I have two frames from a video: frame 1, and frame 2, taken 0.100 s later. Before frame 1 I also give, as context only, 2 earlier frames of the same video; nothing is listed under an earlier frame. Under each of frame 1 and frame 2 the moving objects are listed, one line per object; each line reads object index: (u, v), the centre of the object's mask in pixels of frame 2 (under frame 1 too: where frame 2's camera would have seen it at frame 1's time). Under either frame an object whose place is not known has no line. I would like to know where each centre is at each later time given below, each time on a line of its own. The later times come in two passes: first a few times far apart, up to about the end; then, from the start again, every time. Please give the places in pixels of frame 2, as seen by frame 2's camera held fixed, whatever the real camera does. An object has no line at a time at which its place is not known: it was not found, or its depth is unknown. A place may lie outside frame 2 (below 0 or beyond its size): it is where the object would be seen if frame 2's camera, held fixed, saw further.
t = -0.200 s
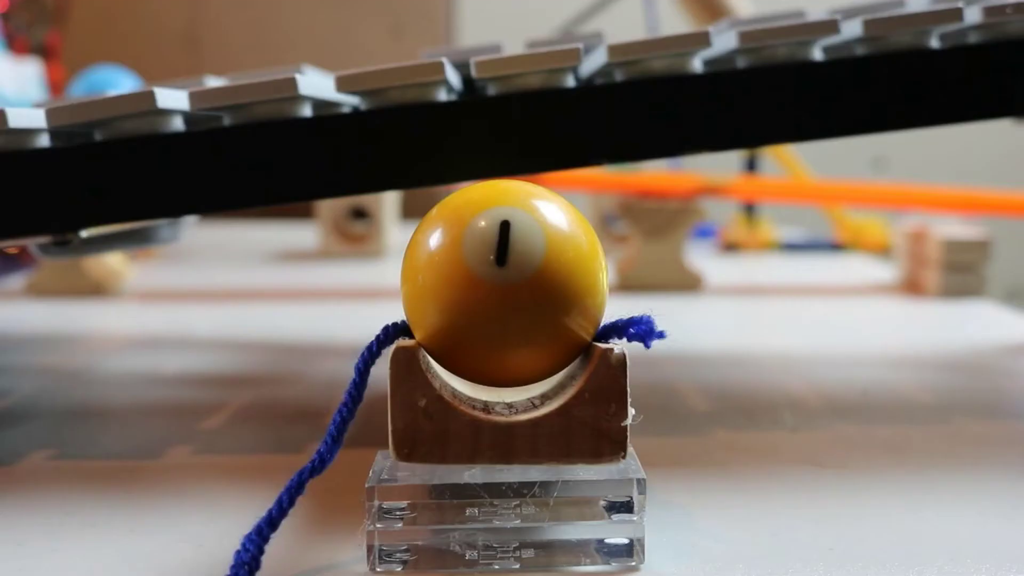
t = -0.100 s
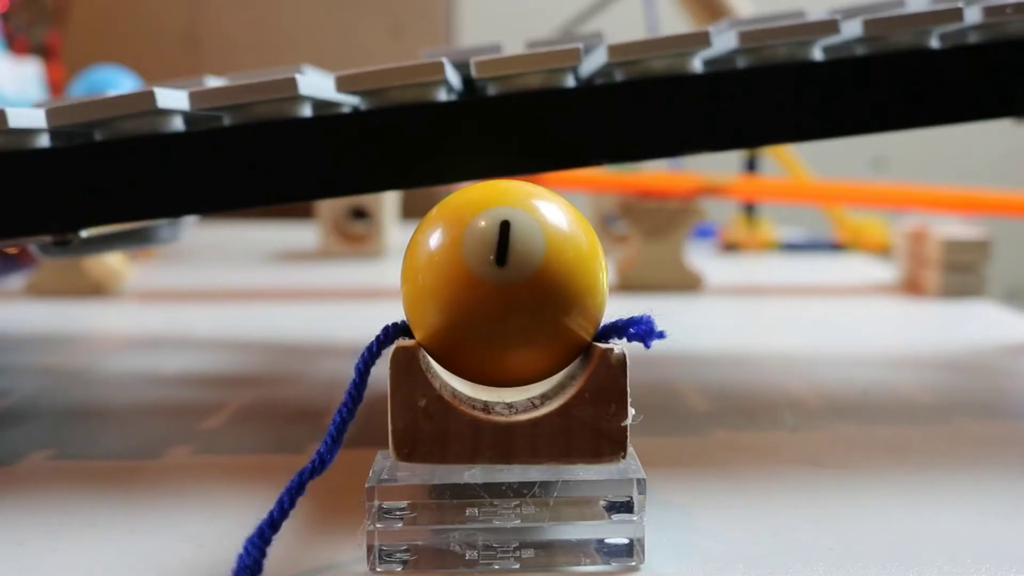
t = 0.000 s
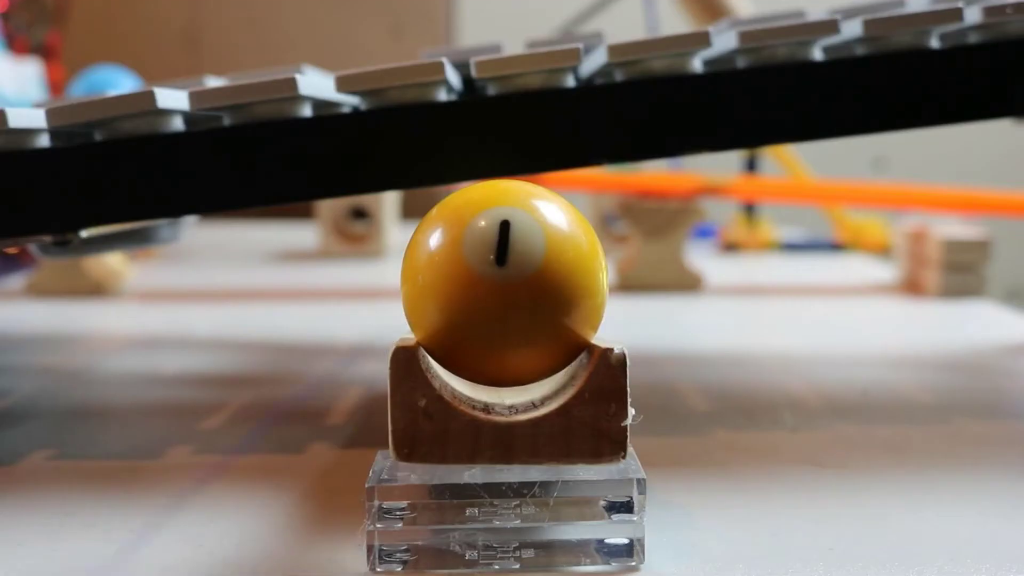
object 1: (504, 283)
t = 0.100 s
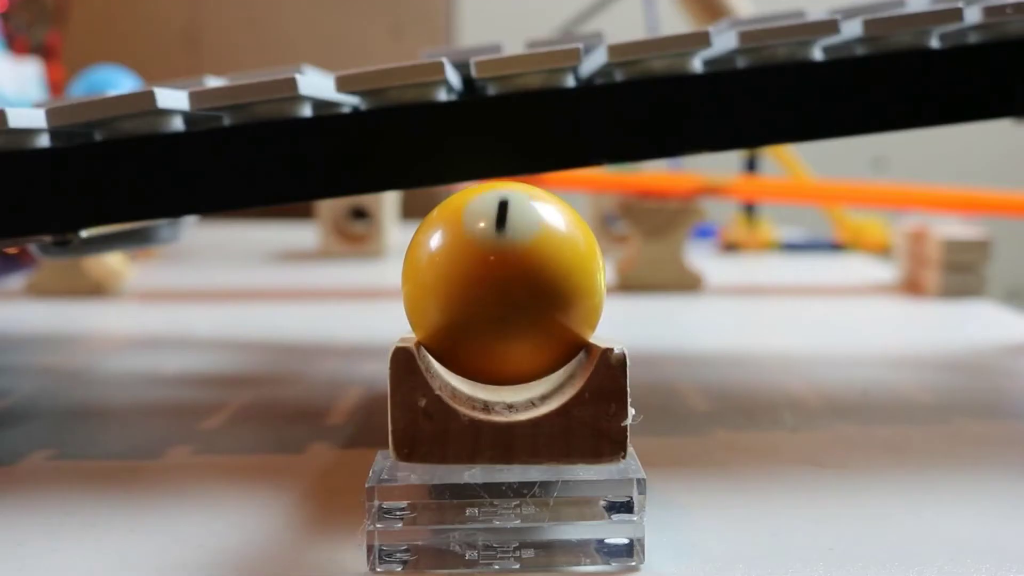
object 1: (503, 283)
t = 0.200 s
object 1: (502, 284)
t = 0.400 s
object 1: (497, 285)
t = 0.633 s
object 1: (490, 286)
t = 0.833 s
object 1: (494, 299)
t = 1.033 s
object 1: (493, 266)
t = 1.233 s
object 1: (494, 248)
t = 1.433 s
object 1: (495, 232)
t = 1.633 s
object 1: (495, 222)
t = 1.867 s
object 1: (496, 211)
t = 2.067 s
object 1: (495, 206)
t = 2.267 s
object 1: (496, 203)
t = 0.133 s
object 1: (503, 284)
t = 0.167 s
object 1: (502, 284)
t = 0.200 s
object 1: (502, 284)
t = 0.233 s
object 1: (501, 284)
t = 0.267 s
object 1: (500, 284)
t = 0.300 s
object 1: (500, 284)
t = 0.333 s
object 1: (499, 284)
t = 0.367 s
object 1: (498, 285)
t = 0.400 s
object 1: (497, 285)
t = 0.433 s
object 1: (496, 286)
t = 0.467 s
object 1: (495, 286)
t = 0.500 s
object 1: (494, 286)
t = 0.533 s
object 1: (493, 286)
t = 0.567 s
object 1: (492, 286)
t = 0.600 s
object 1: (491, 286)
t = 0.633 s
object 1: (490, 286)
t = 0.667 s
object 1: (488, 286)
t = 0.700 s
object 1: (488, 288)
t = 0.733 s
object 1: (487, 308)
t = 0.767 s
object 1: (486, 305)
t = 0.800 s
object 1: (490, 305)
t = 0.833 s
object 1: (494, 299)
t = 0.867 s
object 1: (492, 293)
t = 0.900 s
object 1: (490, 287)
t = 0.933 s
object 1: (488, 281)
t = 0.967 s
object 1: (491, 276)
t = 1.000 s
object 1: (492, 270)
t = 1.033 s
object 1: (493, 266)
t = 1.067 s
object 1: (491, 263)
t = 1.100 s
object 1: (491, 260)
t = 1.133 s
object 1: (492, 256)
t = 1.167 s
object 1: (493, 253)
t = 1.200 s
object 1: (494, 251)
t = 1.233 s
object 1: (494, 248)
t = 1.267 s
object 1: (495, 243)
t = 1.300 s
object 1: (495, 240)
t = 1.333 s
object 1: (496, 238)
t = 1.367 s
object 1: (496, 236)
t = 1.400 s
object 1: (496, 233)
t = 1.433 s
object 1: (495, 232)
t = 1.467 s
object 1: (495, 229)
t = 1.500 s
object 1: (496, 228)
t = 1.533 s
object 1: (496, 226)
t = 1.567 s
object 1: (495, 225)
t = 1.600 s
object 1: (495, 223)
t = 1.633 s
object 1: (495, 222)
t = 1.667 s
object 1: (495, 220)
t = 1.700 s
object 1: (495, 218)
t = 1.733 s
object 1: (496, 217)
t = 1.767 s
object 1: (496, 215)
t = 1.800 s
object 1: (496, 214)
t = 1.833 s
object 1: (496, 213)
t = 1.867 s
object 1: (496, 211)
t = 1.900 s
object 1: (496, 211)
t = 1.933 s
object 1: (496, 210)
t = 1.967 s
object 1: (496, 208)
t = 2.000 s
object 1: (496, 208)
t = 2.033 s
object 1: (496, 207)
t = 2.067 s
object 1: (495, 206)
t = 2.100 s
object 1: (495, 205)
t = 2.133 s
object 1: (496, 205)
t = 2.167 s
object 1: (497, 205)
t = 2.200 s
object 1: (497, 205)
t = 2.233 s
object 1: (497, 204)
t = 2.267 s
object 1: (496, 203)
